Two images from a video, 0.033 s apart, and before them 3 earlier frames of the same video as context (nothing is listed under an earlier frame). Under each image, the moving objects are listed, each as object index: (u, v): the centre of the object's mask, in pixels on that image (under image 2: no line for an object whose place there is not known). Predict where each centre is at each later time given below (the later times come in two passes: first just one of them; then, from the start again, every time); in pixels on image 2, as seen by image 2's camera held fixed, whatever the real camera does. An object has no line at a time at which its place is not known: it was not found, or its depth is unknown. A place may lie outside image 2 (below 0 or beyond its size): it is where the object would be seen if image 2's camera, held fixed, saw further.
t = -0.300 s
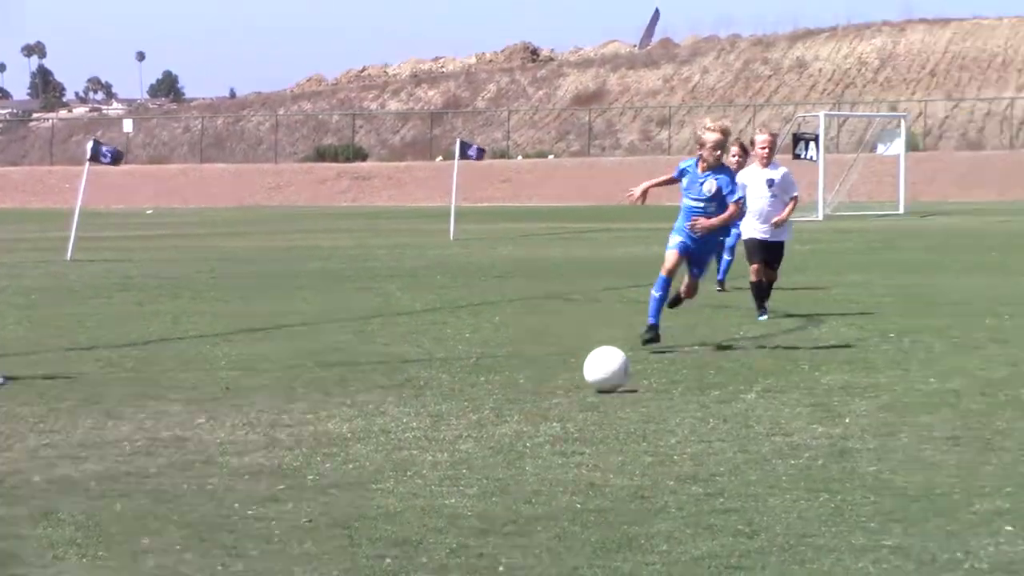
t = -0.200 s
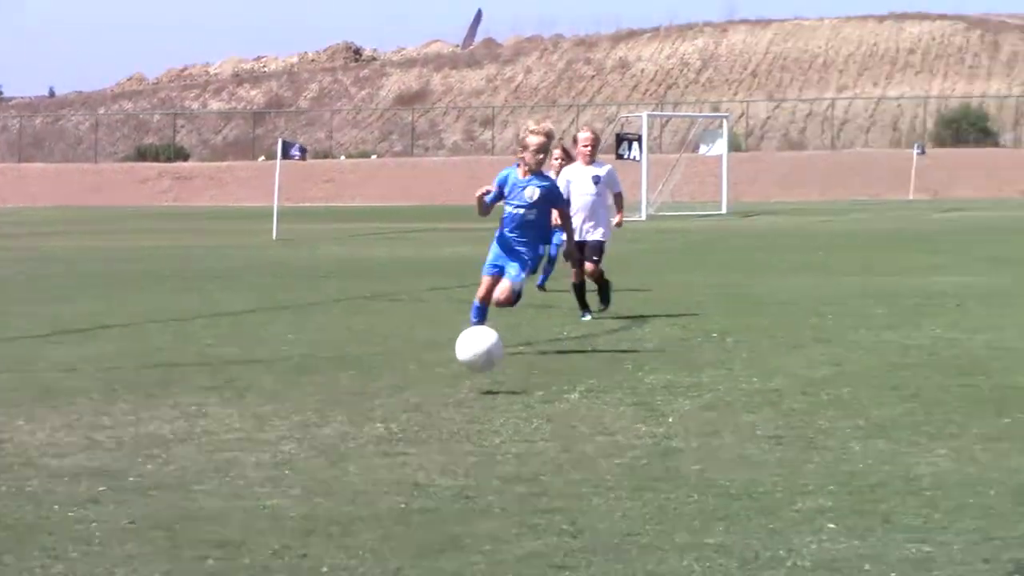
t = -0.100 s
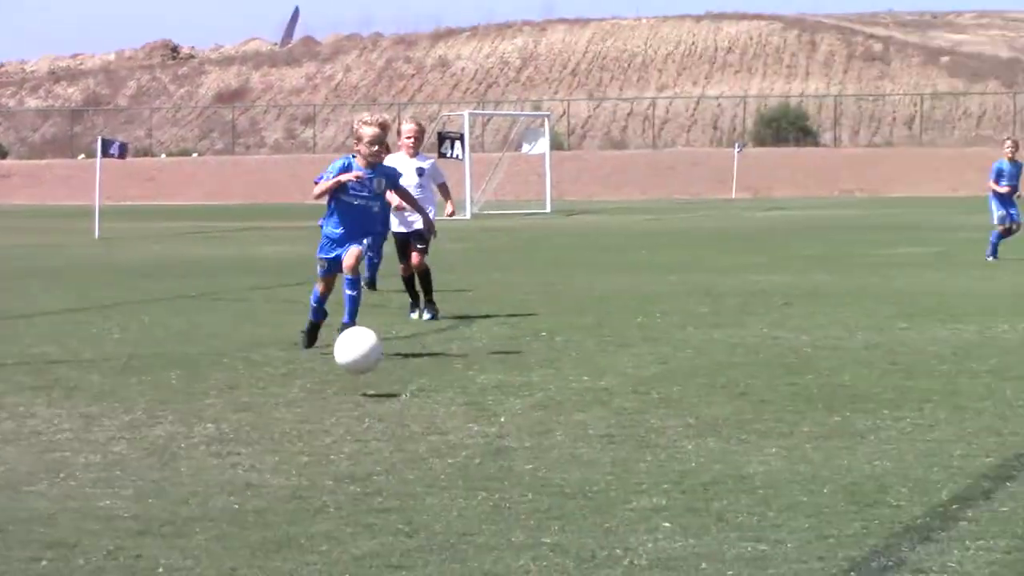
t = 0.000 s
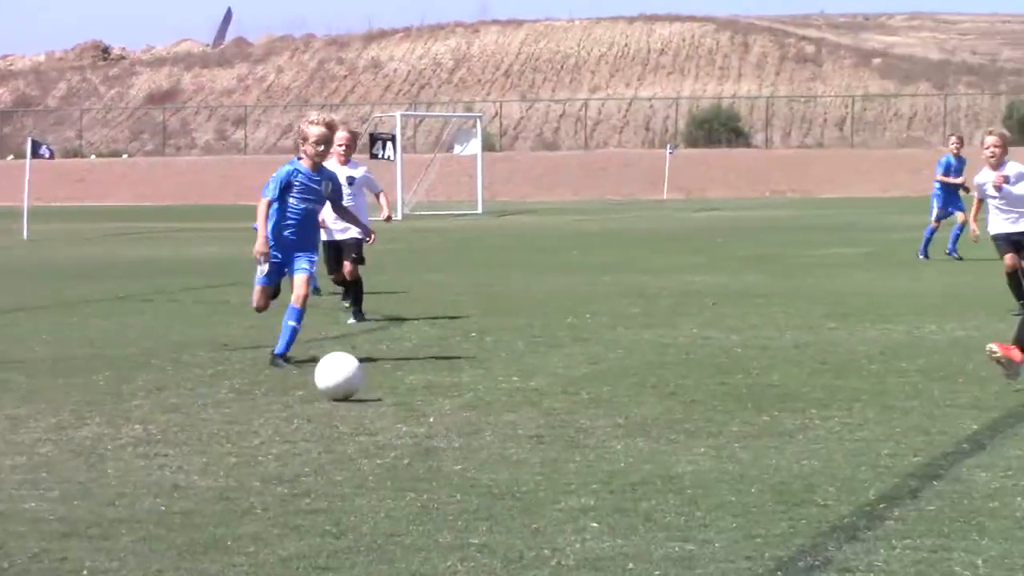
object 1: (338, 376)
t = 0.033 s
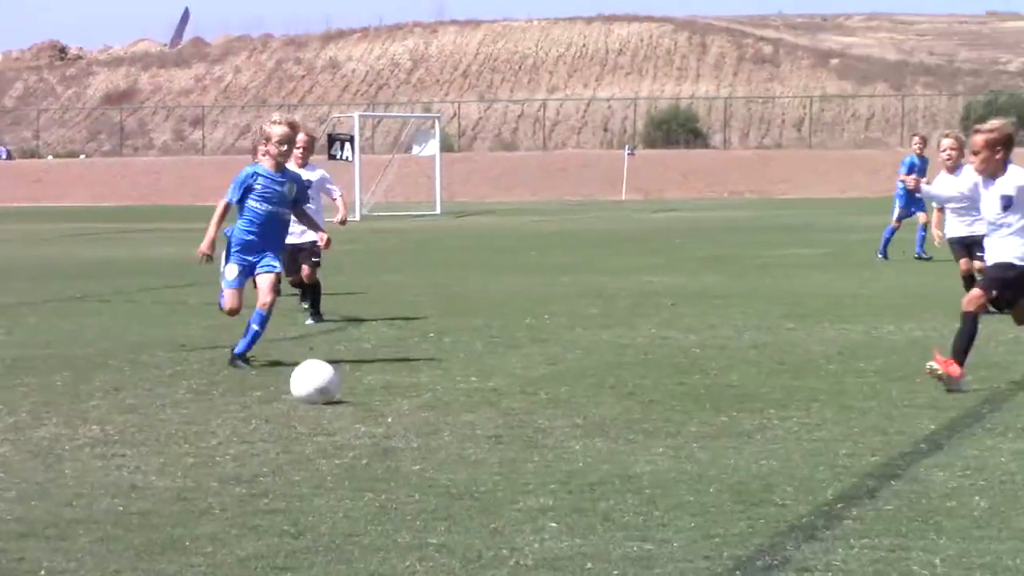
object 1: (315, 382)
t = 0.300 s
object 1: (453, 385)
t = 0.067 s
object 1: (332, 379)
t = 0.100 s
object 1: (348, 377)
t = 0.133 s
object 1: (365, 376)
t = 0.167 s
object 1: (383, 379)
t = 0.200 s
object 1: (400, 385)
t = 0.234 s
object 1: (419, 389)
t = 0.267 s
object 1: (435, 387)
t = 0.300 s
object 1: (453, 385)
